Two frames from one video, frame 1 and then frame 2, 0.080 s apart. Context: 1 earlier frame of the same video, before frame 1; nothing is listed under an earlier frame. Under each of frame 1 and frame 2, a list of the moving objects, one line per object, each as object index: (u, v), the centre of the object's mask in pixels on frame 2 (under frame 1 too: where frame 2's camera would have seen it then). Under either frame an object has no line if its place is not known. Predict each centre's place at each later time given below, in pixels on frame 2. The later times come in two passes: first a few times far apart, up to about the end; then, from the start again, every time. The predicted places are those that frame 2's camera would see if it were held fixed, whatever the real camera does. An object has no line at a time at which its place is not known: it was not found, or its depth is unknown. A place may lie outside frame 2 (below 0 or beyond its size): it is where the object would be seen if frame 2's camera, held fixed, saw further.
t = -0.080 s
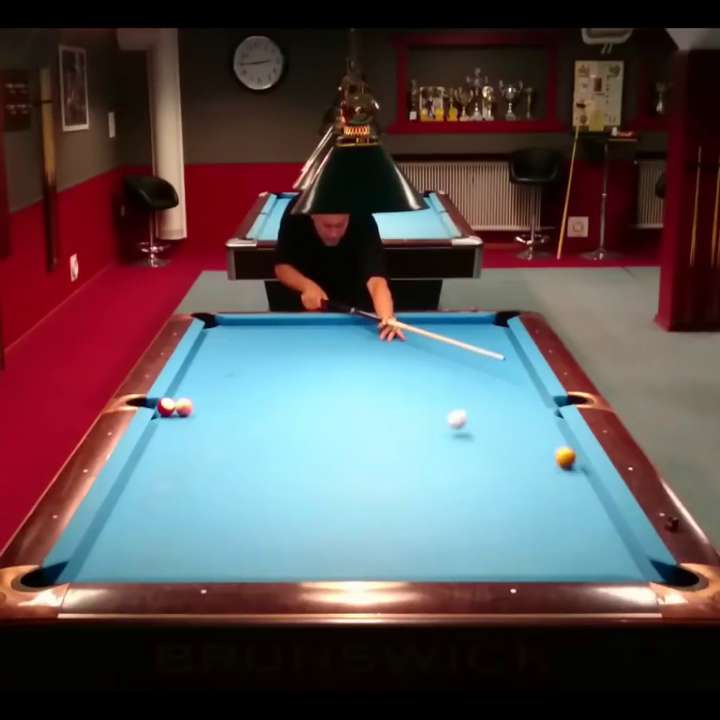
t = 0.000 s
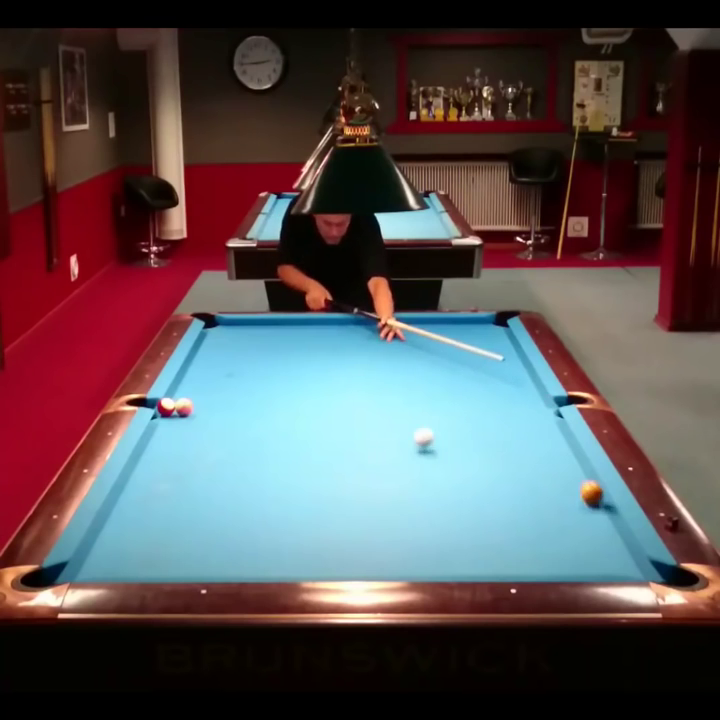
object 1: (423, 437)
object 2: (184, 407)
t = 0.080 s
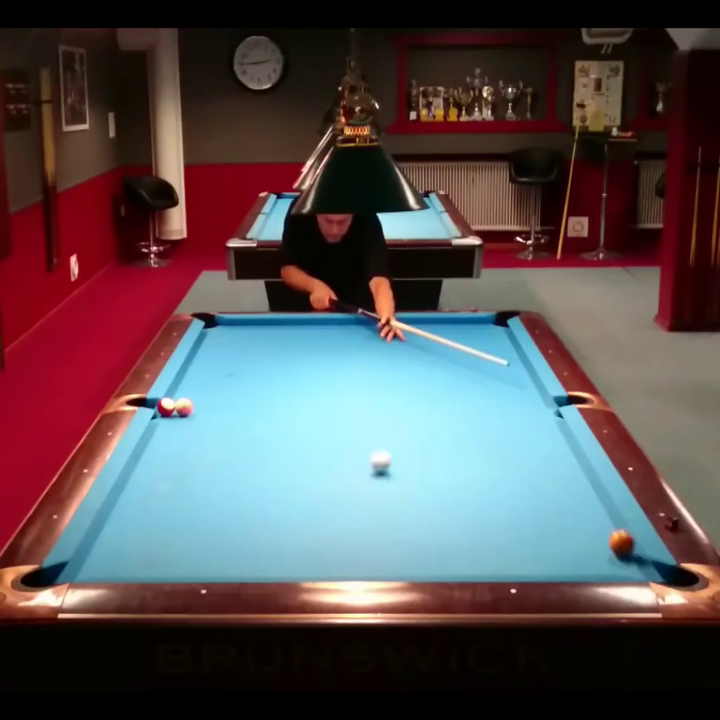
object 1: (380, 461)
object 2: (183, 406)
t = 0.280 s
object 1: (277, 535)
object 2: (184, 407)
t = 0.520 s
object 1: (216, 520)
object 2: (184, 407)
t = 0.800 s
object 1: (198, 460)
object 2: (184, 407)
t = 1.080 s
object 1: (185, 414)
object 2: (183, 402)
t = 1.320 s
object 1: (177, 407)
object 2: (191, 386)
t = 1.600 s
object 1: (174, 399)
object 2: (197, 367)
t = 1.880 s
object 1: (176, 393)
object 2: (203, 350)
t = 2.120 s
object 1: (181, 388)
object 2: (208, 337)
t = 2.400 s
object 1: (187, 383)
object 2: (213, 324)
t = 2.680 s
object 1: (192, 379)
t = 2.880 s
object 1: (194, 376)
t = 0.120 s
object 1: (355, 476)
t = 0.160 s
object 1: (337, 488)
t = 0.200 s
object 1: (320, 500)
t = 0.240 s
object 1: (294, 519)
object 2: (184, 407)
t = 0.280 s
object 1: (277, 535)
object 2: (184, 407)
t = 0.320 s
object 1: (259, 551)
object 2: (184, 407)
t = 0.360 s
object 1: (235, 567)
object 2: (184, 407)
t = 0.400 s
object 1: (230, 559)
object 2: (184, 407)
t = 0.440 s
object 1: (224, 541)
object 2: (184, 407)
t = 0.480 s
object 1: (220, 530)
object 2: (184, 407)
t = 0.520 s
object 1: (216, 520)
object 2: (184, 407)
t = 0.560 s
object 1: (213, 508)
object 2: (184, 407)
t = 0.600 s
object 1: (210, 500)
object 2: (184, 407)
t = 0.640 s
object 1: (208, 493)
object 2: (184, 407)
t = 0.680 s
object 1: (205, 482)
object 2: (184, 407)
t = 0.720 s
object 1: (203, 475)
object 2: (184, 407)
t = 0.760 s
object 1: (200, 466)
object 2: (184, 407)
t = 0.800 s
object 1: (198, 460)
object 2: (184, 407)
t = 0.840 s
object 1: (196, 454)
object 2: (184, 407)
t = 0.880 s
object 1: (194, 445)
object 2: (184, 407)
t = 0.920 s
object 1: (192, 440)
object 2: (184, 407)
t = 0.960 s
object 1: (190, 434)
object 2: (184, 407)
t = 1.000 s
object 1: (188, 427)
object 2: (184, 406)
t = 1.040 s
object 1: (186, 422)
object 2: (183, 405)
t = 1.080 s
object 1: (185, 414)
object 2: (183, 402)
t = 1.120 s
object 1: (184, 412)
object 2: (184, 400)
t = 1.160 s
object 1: (182, 412)
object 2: (186, 398)
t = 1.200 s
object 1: (180, 411)
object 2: (188, 395)
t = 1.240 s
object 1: (179, 410)
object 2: (189, 393)
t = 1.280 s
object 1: (178, 409)
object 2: (189, 390)
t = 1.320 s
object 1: (177, 407)
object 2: (191, 386)
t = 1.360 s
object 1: (176, 406)
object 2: (191, 384)
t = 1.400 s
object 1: (175, 404)
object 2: (192, 380)
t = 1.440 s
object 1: (175, 403)
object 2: (194, 377)
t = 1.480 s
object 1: (175, 403)
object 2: (194, 375)
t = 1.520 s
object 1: (175, 401)
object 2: (195, 372)
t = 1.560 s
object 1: (175, 400)
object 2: (196, 369)
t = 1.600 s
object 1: (174, 399)
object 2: (197, 367)
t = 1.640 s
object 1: (174, 398)
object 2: (199, 364)
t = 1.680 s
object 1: (174, 397)
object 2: (199, 362)
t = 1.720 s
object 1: (173, 396)
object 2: (200, 359)
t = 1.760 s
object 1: (173, 395)
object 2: (200, 357)
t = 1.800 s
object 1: (174, 394)
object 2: (202, 354)
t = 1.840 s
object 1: (175, 393)
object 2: (203, 351)
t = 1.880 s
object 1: (176, 393)
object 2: (203, 350)
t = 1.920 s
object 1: (177, 392)
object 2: (204, 348)
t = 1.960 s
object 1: (178, 391)
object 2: (205, 345)
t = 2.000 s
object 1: (179, 390)
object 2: (206, 343)
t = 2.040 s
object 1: (180, 389)
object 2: (207, 340)
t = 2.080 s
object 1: (180, 388)
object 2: (207, 339)
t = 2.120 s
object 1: (181, 388)
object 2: (208, 337)
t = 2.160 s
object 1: (182, 387)
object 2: (209, 335)
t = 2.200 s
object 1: (183, 386)
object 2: (210, 333)
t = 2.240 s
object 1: (184, 386)
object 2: (210, 331)
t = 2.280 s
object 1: (185, 385)
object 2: (211, 329)
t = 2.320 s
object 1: (185, 384)
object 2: (212, 328)
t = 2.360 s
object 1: (186, 384)
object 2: (212, 325)
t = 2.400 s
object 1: (187, 383)
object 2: (213, 324)
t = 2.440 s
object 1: (188, 382)
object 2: (214, 322)
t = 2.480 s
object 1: (189, 382)
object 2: (215, 320)
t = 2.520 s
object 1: (189, 381)
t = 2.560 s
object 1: (190, 381)
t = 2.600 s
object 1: (191, 380)
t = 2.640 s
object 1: (191, 379)
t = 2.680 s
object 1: (192, 379)
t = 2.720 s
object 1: (192, 378)
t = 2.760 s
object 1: (193, 378)
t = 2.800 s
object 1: (194, 377)
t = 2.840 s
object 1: (194, 377)
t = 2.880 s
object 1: (194, 376)
